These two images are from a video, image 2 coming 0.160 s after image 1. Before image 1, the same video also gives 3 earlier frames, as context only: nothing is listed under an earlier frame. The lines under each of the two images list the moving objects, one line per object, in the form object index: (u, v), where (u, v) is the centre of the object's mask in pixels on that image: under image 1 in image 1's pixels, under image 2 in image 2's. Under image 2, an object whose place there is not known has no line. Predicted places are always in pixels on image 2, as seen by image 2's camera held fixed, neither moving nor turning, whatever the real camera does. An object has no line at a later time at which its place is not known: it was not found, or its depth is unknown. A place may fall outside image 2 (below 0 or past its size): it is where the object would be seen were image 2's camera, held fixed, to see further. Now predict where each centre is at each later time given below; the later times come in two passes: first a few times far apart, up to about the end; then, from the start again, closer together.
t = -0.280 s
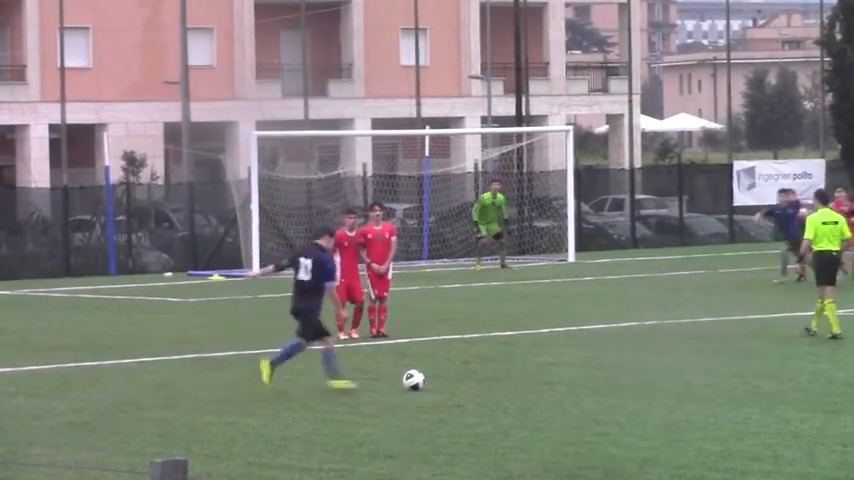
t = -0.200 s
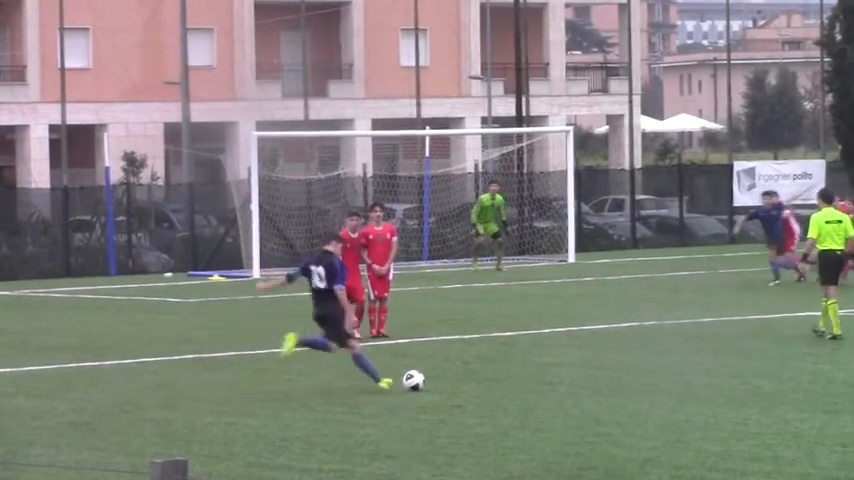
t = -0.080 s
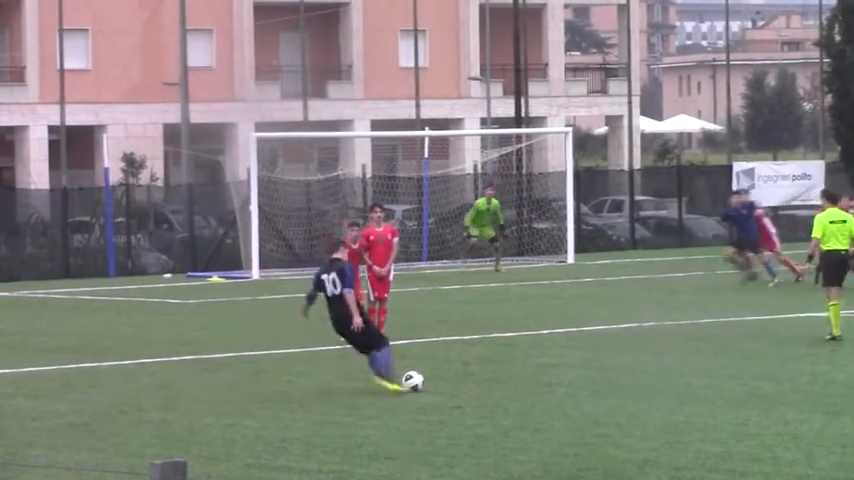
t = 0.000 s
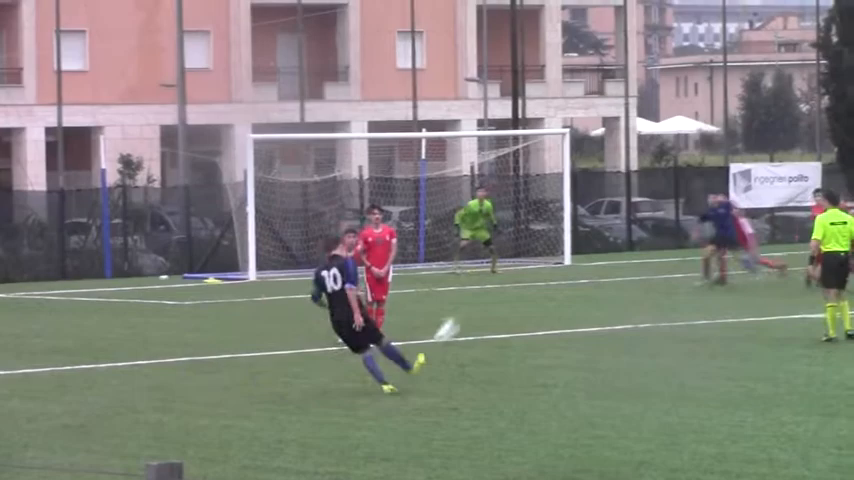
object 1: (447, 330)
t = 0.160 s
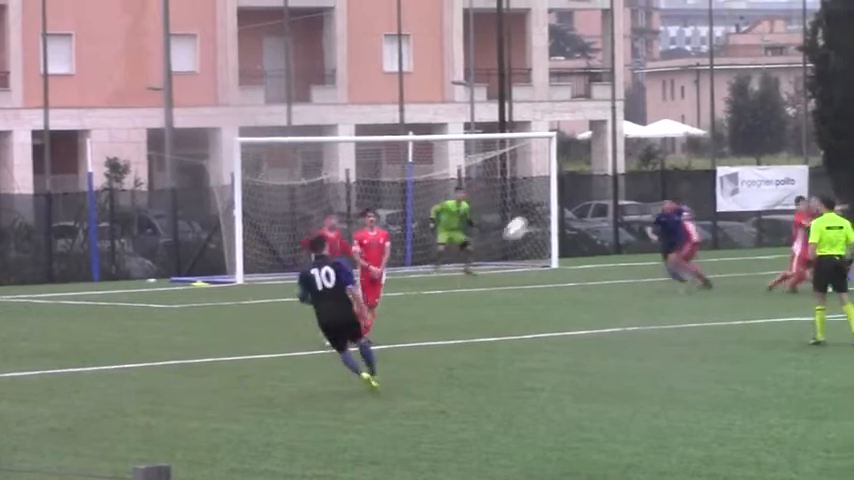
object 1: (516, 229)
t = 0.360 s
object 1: (590, 136)
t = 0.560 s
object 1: (653, 79)
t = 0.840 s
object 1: (709, 47)
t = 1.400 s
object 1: (765, 107)
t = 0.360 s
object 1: (590, 136)
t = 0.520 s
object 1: (641, 88)
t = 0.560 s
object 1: (653, 79)
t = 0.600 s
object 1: (662, 71)
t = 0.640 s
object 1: (671, 65)
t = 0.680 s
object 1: (680, 59)
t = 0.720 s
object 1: (688, 55)
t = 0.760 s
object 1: (695, 51)
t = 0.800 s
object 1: (702, 48)
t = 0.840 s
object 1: (709, 47)
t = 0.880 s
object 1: (714, 46)
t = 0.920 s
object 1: (719, 45)
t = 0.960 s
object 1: (726, 46)
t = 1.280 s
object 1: (757, 82)
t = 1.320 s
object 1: (759, 89)
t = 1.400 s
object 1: (765, 107)
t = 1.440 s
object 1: (766, 115)
